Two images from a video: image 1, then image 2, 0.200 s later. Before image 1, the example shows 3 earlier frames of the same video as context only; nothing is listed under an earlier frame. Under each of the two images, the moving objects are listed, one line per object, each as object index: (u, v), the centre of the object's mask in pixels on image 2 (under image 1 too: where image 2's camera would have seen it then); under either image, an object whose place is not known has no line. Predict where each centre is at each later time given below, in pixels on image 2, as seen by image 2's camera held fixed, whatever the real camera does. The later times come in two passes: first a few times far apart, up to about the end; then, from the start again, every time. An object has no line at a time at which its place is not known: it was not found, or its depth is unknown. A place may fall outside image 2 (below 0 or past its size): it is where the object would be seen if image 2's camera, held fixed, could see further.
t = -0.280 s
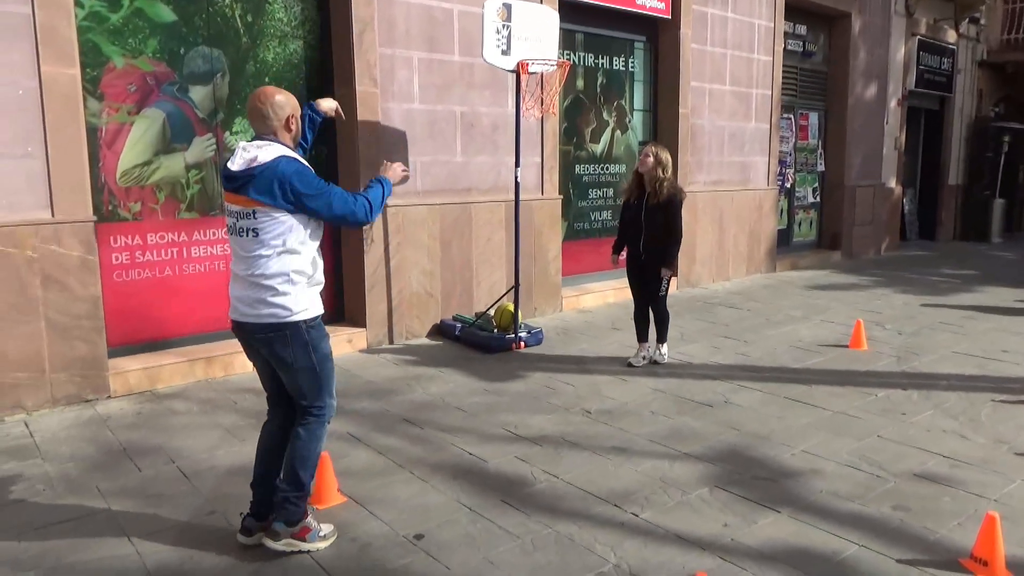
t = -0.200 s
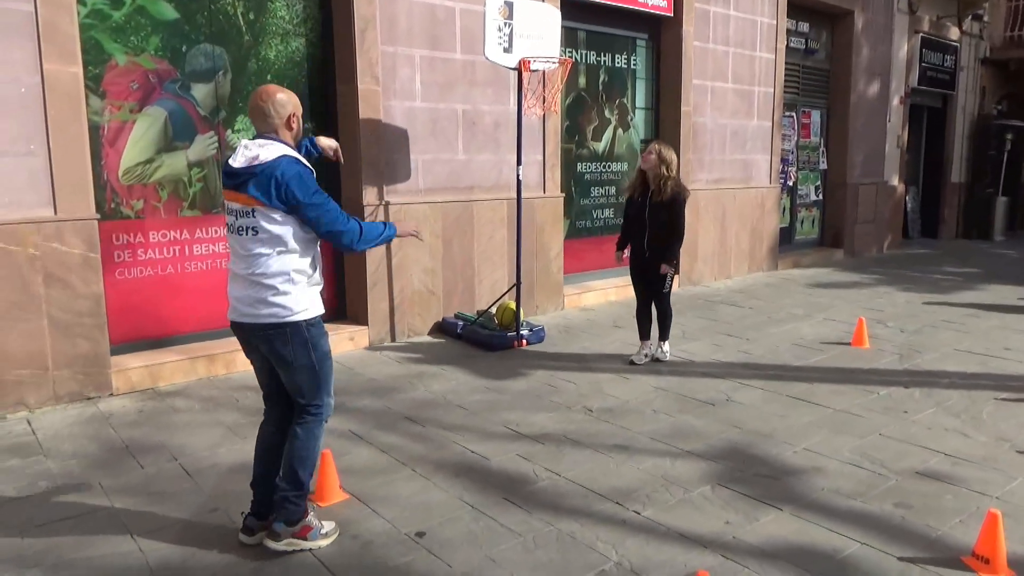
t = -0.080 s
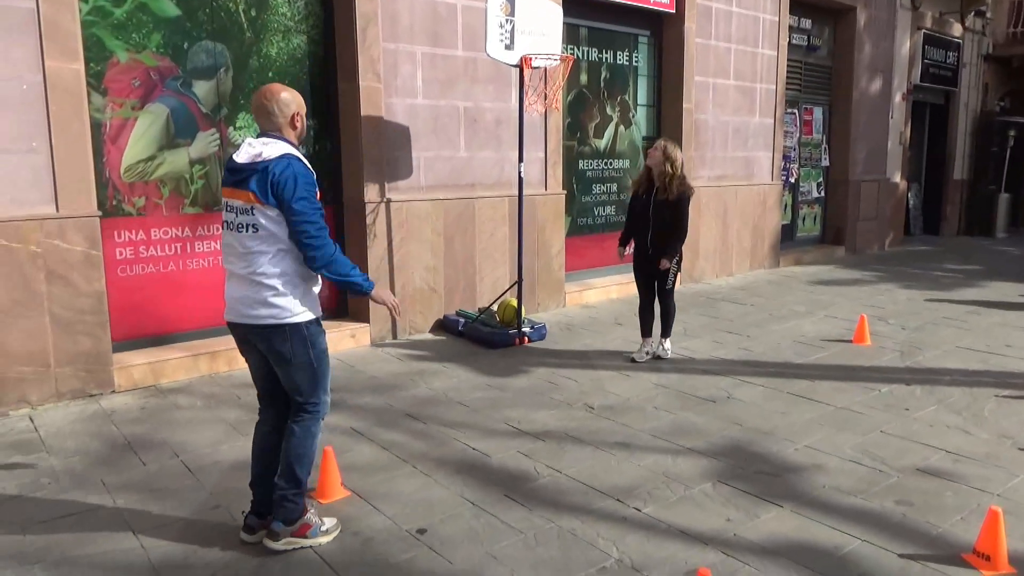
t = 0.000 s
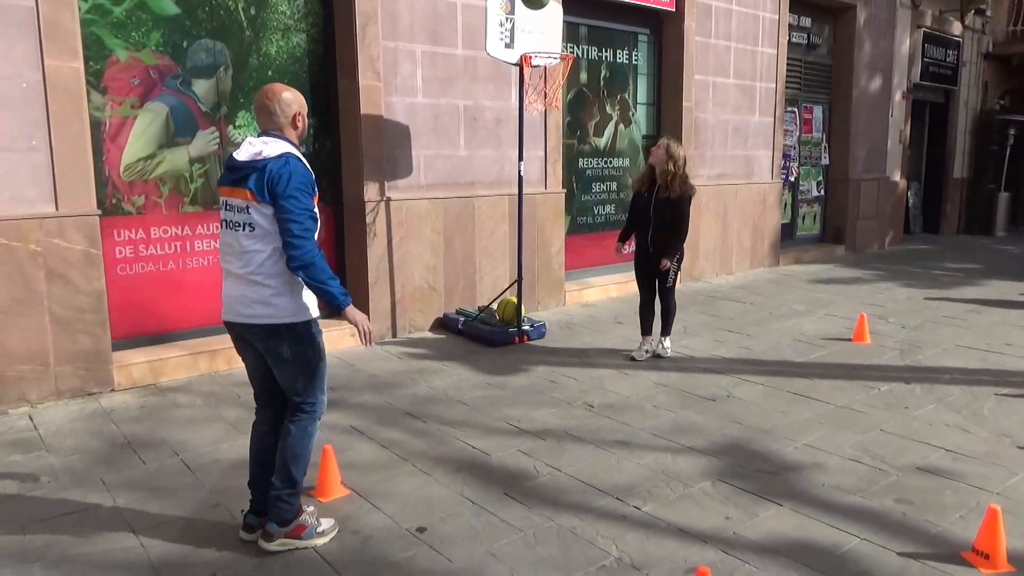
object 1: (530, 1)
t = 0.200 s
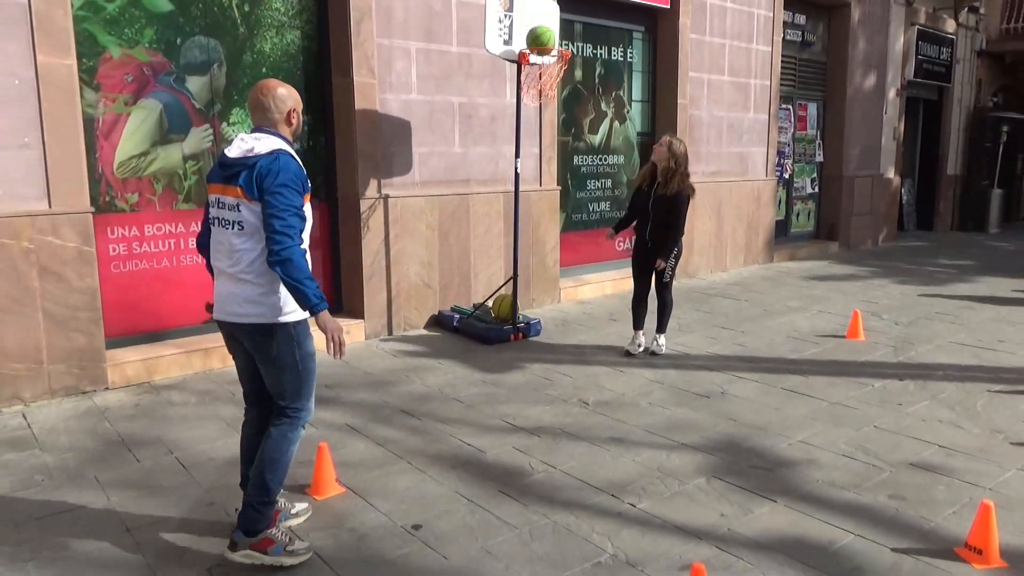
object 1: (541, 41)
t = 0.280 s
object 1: (535, 41)
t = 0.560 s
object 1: (541, 62)
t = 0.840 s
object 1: (524, 176)
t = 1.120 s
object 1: (512, 309)
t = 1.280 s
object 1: (510, 223)
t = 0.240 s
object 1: (535, 41)
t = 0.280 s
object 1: (535, 41)
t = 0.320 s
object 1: (540, 39)
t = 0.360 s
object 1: (545, 41)
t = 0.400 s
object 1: (550, 43)
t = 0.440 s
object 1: (549, 45)
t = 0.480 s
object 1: (547, 49)
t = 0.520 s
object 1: (545, 54)
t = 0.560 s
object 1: (541, 62)
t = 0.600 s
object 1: (539, 72)
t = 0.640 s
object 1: (536, 84)
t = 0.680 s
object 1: (534, 98)
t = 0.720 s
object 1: (532, 114)
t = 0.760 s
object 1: (529, 133)
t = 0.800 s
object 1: (527, 154)
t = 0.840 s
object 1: (524, 176)
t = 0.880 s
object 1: (522, 201)
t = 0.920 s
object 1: (519, 227)
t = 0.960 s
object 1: (517, 256)
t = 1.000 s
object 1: (514, 286)
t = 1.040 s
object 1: (514, 319)
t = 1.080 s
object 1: (511, 333)
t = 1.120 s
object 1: (512, 309)
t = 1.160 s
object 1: (511, 284)
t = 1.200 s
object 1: (510, 262)
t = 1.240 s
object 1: (510, 242)
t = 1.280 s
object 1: (510, 223)
